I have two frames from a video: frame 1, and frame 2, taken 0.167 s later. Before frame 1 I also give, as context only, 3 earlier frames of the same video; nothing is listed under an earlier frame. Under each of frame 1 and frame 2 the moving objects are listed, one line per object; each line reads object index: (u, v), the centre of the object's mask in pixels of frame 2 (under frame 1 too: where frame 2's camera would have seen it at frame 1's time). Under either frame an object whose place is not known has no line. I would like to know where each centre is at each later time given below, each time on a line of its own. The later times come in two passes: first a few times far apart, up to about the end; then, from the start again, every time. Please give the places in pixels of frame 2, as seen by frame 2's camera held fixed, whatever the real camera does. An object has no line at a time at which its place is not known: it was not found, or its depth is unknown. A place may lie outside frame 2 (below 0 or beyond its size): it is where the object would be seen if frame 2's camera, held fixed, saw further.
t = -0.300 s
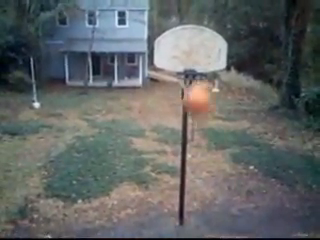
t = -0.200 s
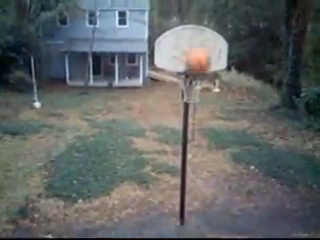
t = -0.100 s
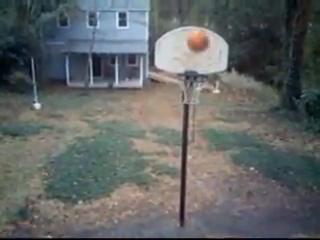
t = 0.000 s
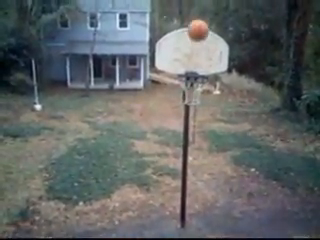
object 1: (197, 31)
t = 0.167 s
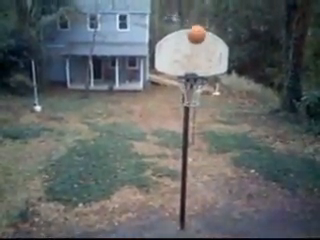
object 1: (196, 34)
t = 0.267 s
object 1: (195, 46)
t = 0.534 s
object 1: (194, 88)
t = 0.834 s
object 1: (187, 132)
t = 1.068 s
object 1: (183, 191)
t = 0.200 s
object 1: (196, 37)
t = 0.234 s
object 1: (196, 41)
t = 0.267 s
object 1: (195, 46)
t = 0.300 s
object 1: (195, 51)
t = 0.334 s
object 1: (194, 56)
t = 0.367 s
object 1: (195, 62)
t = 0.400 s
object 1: (194, 68)
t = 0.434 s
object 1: (196, 73)
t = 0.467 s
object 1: (196, 79)
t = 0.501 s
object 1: (196, 85)
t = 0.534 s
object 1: (194, 88)
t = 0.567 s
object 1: (194, 91)
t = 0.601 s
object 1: (195, 93)
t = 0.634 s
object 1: (193, 97)
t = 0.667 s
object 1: (191, 101)
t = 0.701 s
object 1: (190, 107)
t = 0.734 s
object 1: (191, 114)
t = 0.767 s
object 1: (190, 118)
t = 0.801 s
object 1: (187, 125)
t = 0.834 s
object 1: (187, 132)
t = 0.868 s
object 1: (186, 139)
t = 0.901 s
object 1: (185, 148)
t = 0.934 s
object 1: (186, 155)
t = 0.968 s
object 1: (185, 164)
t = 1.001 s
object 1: (183, 173)
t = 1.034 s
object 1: (183, 181)
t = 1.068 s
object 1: (183, 191)
